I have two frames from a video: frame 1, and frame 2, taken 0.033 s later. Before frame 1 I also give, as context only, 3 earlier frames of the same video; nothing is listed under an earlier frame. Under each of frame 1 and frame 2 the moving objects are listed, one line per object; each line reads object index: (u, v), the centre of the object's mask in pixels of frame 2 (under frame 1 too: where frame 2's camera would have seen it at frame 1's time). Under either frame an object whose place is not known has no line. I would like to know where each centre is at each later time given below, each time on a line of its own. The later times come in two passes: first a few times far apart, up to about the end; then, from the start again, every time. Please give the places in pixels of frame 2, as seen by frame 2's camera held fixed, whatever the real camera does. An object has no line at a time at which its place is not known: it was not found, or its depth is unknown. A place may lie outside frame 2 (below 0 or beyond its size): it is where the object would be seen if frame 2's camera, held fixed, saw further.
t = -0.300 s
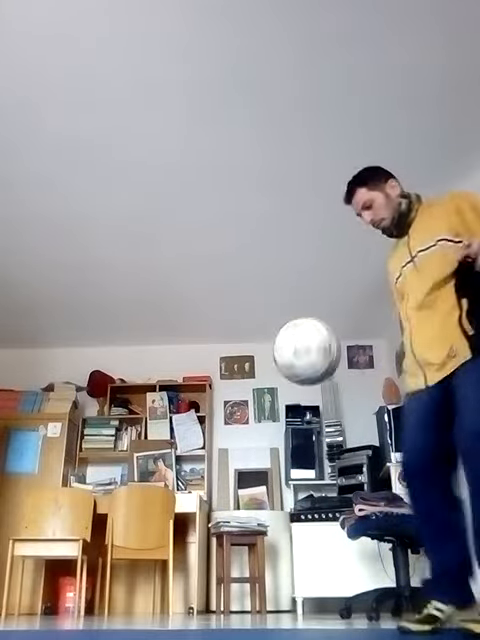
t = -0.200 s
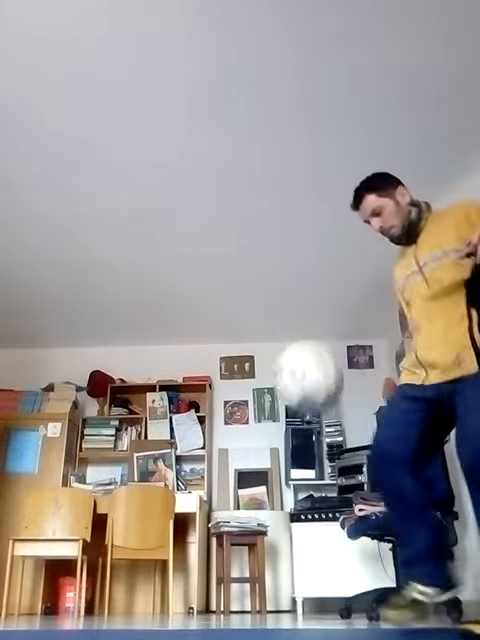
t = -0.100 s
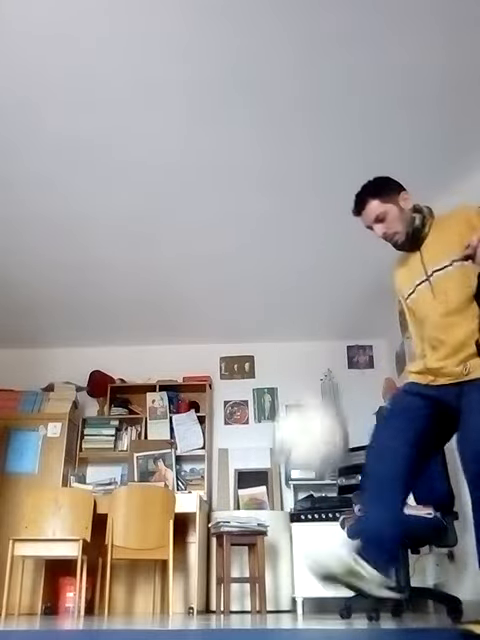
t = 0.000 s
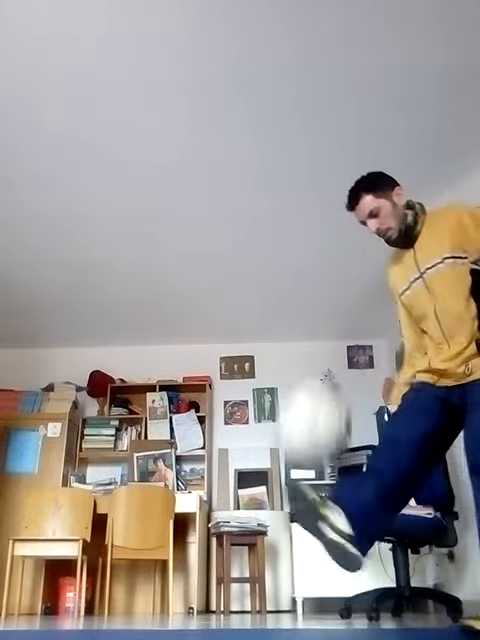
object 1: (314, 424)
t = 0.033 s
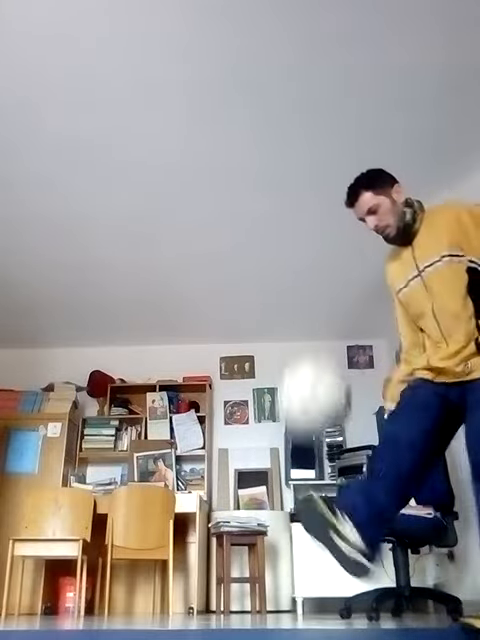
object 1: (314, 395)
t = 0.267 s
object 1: (325, 303)
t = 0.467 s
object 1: (342, 345)
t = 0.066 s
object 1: (315, 368)
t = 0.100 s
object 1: (315, 348)
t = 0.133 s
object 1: (317, 334)
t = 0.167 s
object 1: (319, 321)
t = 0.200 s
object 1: (320, 311)
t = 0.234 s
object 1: (323, 306)
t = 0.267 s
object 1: (325, 303)
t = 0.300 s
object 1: (327, 303)
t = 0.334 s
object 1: (329, 304)
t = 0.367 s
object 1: (332, 310)
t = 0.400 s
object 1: (335, 318)
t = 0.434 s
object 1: (340, 330)
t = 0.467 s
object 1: (342, 345)
